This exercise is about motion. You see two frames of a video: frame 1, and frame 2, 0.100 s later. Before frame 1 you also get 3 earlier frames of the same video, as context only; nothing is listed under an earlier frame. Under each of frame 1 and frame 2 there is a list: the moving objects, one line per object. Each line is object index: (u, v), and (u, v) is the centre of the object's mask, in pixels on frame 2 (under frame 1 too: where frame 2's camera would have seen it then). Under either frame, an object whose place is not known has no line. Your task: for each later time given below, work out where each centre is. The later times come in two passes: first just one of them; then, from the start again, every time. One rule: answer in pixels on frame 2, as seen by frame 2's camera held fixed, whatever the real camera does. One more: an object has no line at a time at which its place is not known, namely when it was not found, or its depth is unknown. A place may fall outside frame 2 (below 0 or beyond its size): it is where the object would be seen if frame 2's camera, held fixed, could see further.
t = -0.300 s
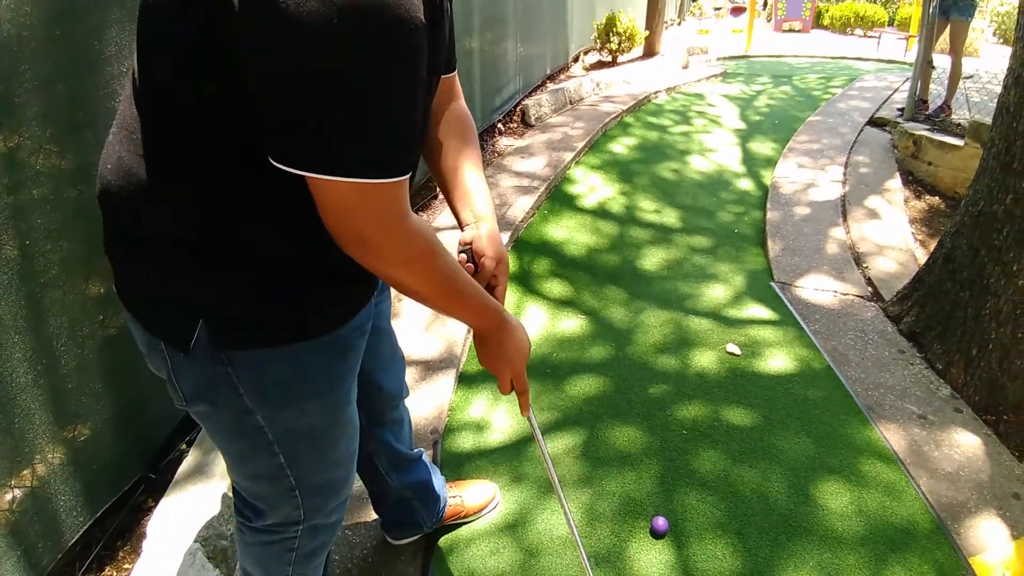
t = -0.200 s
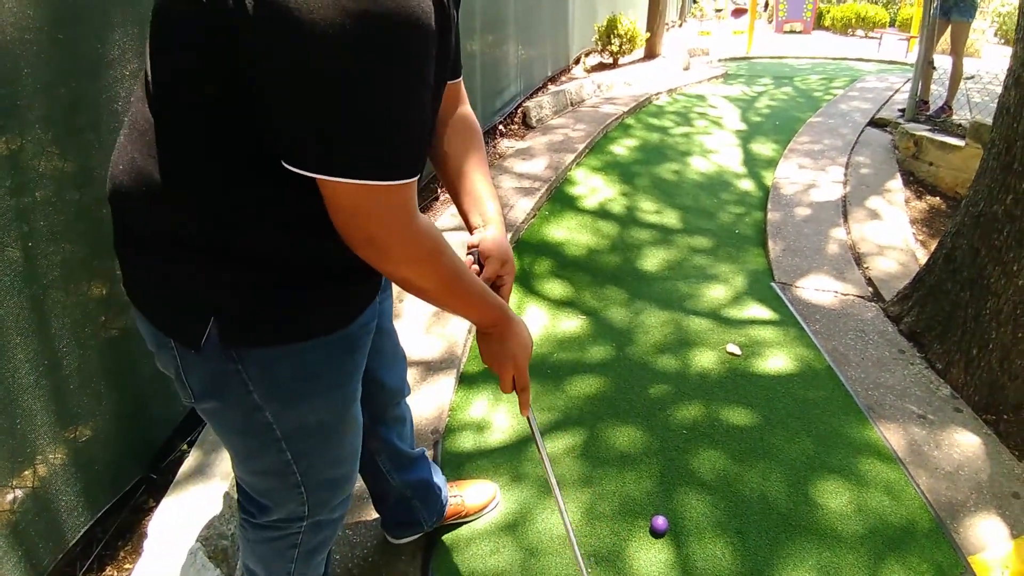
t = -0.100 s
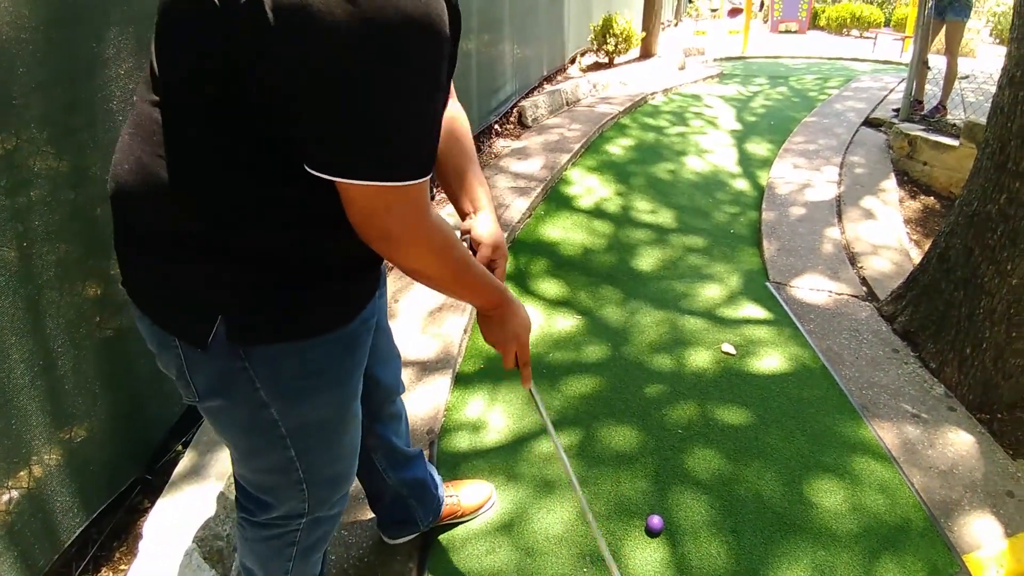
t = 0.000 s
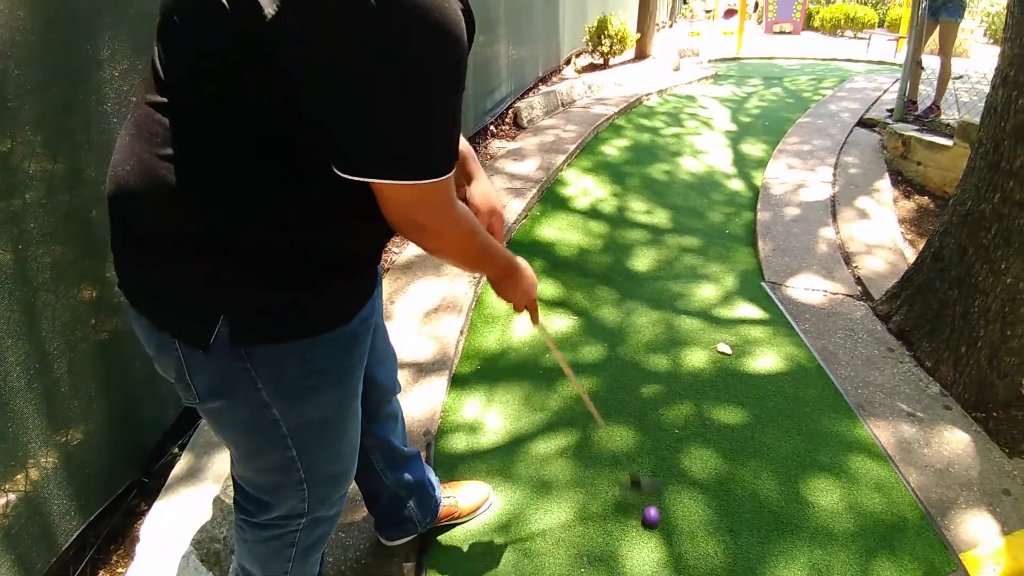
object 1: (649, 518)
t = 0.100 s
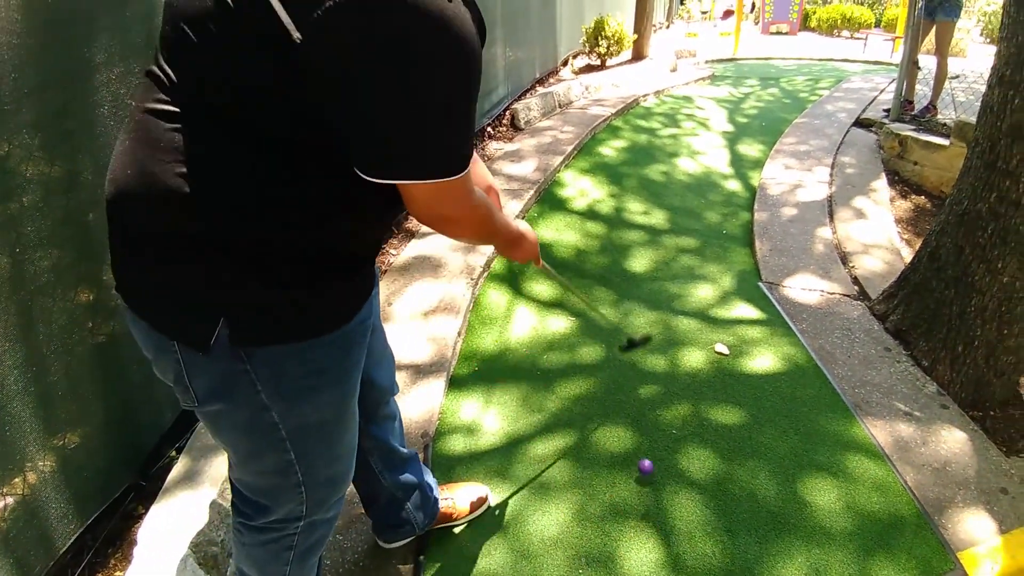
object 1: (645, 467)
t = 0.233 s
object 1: (641, 424)
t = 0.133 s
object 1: (644, 459)
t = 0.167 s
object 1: (643, 447)
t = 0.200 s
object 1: (642, 433)
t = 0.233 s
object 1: (641, 424)
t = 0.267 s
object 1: (639, 417)
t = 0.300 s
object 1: (638, 407)
